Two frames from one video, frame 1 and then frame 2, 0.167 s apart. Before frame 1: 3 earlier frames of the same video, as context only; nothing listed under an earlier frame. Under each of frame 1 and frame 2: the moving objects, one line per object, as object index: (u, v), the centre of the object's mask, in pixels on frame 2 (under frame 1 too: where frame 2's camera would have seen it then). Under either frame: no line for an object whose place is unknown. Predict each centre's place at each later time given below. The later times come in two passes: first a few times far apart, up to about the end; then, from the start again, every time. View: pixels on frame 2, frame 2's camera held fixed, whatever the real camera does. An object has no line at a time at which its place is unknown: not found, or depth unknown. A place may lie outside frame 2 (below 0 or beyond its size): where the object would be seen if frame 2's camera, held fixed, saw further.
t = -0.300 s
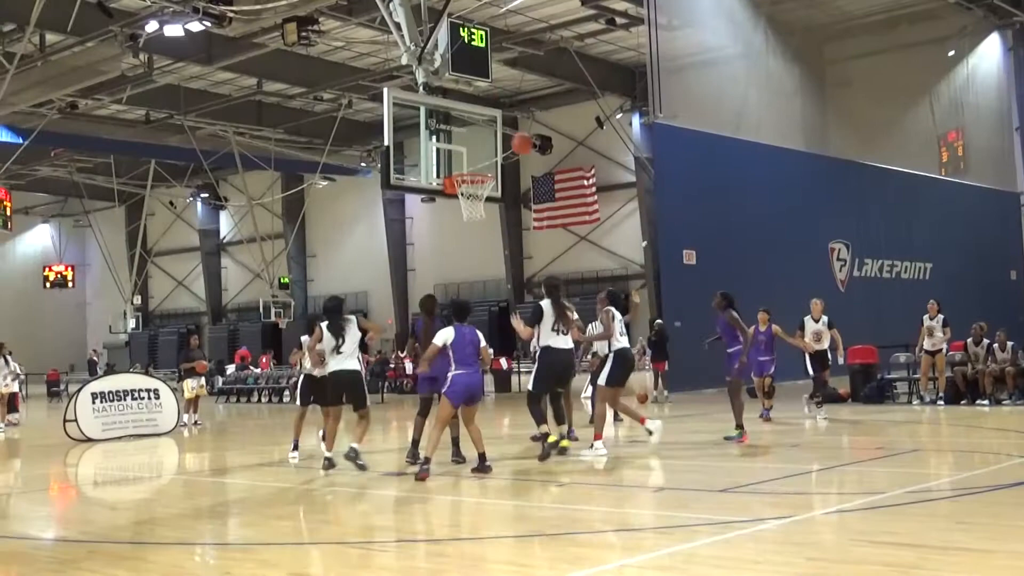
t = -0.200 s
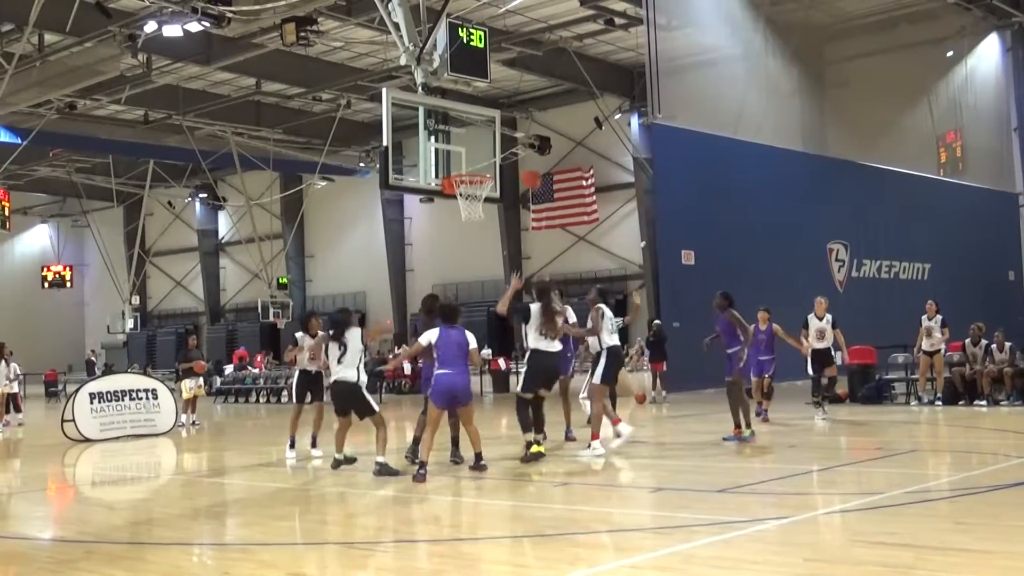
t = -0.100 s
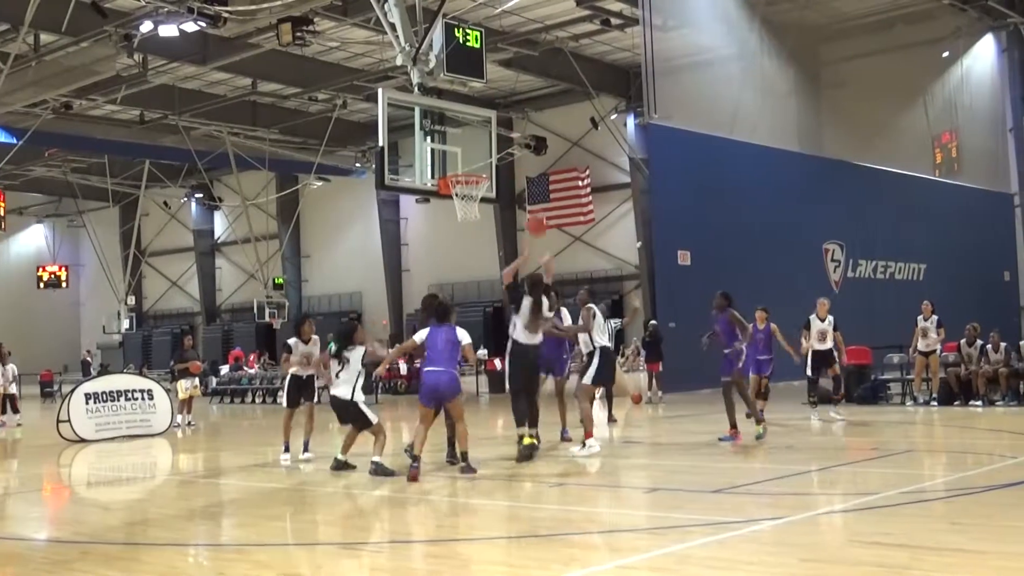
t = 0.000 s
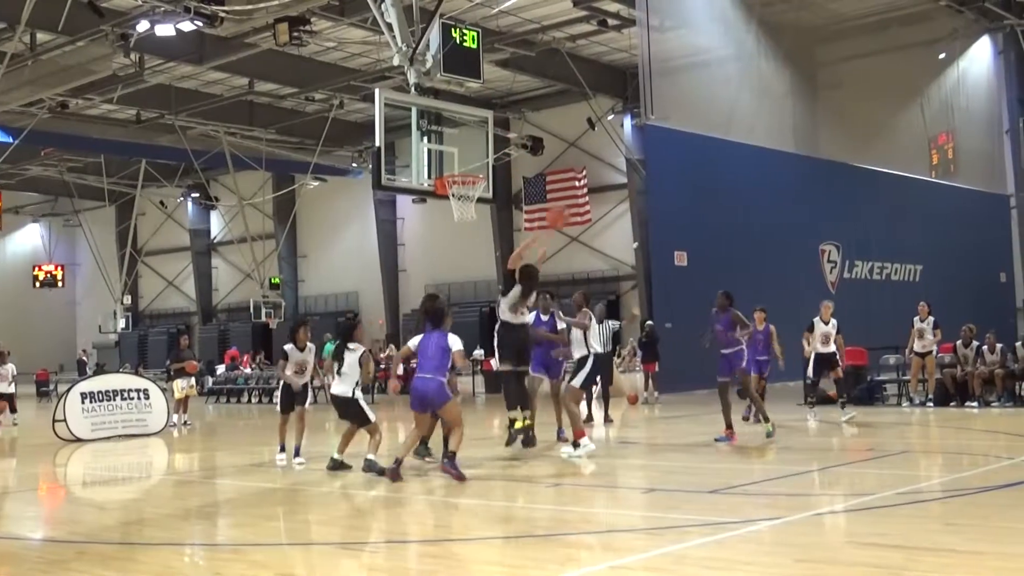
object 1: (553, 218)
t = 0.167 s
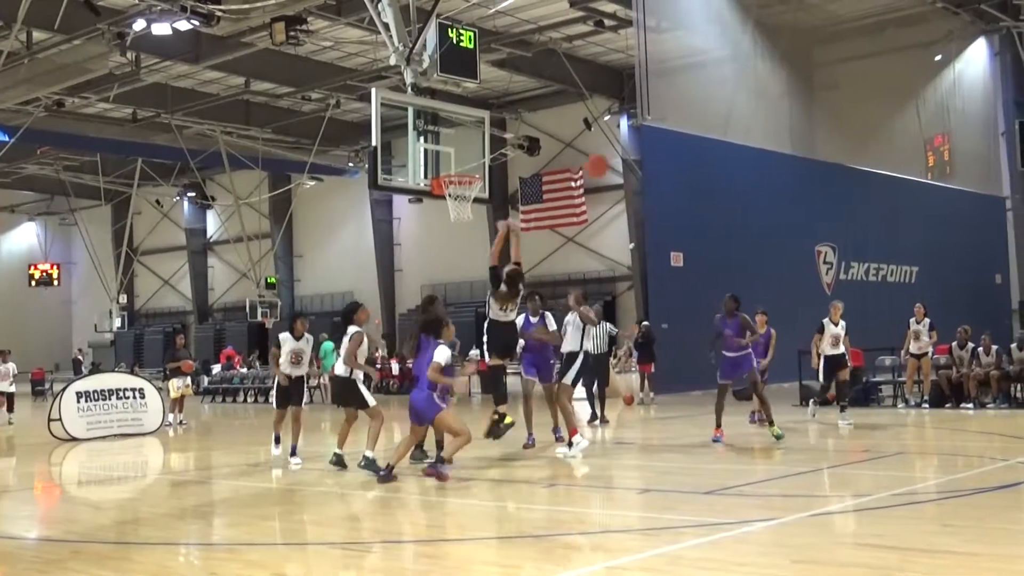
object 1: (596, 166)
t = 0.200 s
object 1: (606, 159)
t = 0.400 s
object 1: (662, 136)
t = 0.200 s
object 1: (606, 159)
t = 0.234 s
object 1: (615, 152)
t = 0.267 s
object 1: (625, 146)
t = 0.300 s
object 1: (634, 141)
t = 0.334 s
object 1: (642, 139)
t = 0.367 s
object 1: (652, 137)
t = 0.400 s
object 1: (662, 136)
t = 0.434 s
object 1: (672, 136)
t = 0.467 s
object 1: (682, 137)
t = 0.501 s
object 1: (693, 140)
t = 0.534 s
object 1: (703, 144)
